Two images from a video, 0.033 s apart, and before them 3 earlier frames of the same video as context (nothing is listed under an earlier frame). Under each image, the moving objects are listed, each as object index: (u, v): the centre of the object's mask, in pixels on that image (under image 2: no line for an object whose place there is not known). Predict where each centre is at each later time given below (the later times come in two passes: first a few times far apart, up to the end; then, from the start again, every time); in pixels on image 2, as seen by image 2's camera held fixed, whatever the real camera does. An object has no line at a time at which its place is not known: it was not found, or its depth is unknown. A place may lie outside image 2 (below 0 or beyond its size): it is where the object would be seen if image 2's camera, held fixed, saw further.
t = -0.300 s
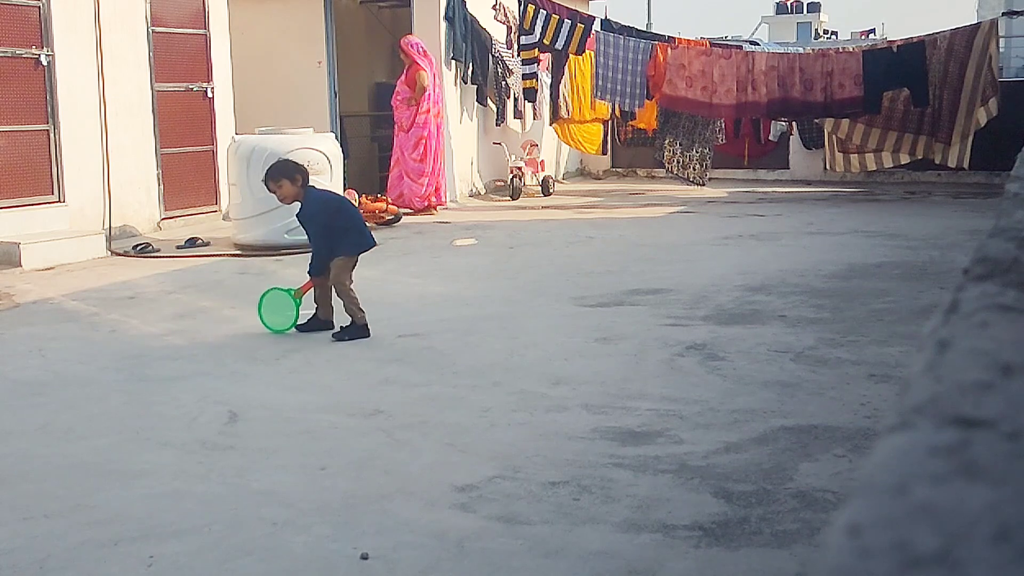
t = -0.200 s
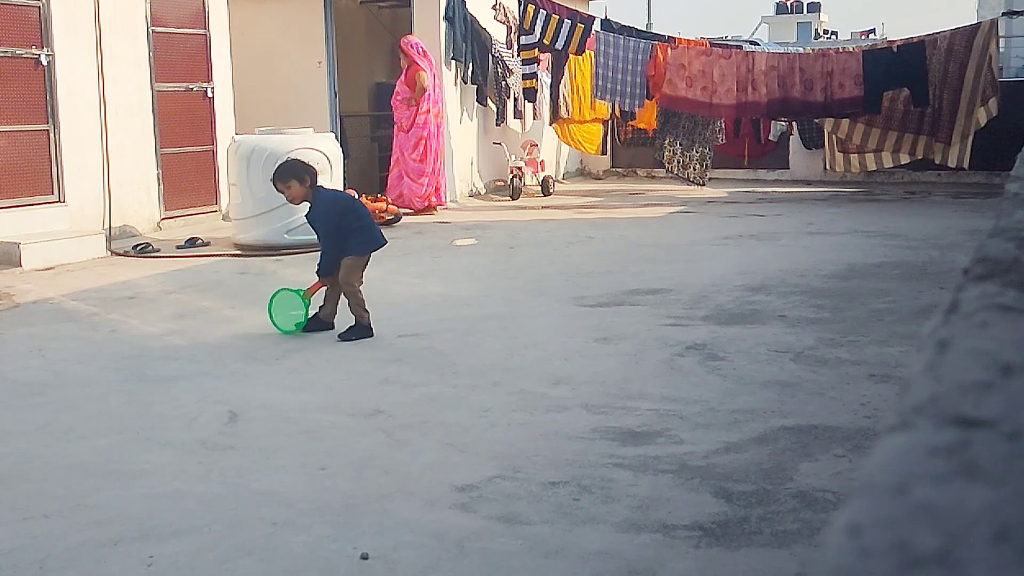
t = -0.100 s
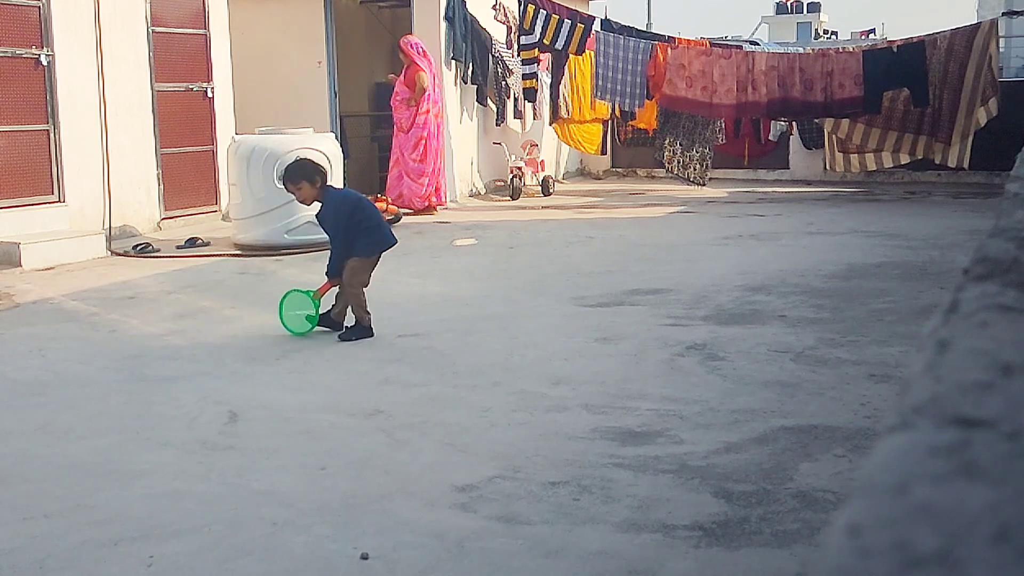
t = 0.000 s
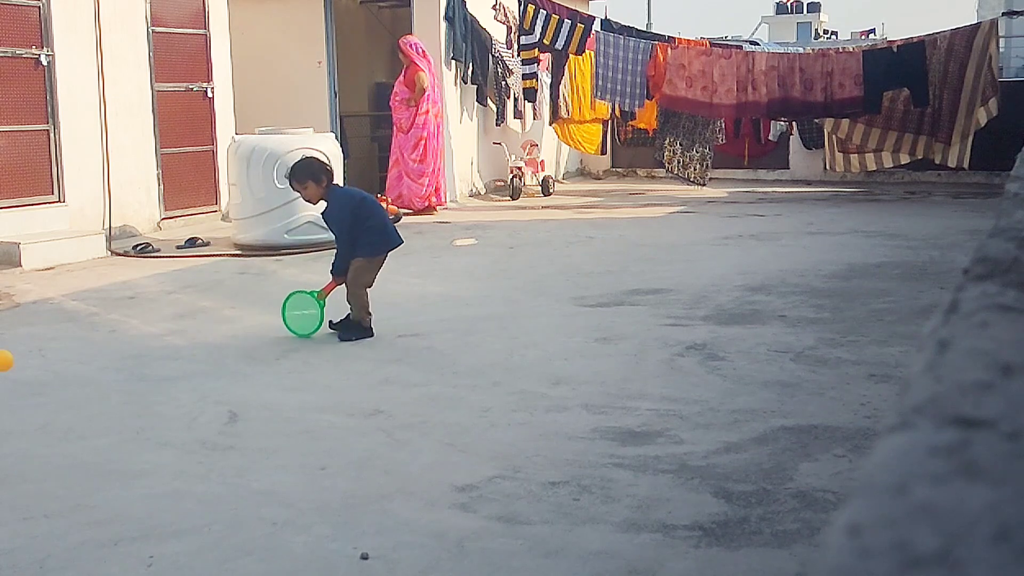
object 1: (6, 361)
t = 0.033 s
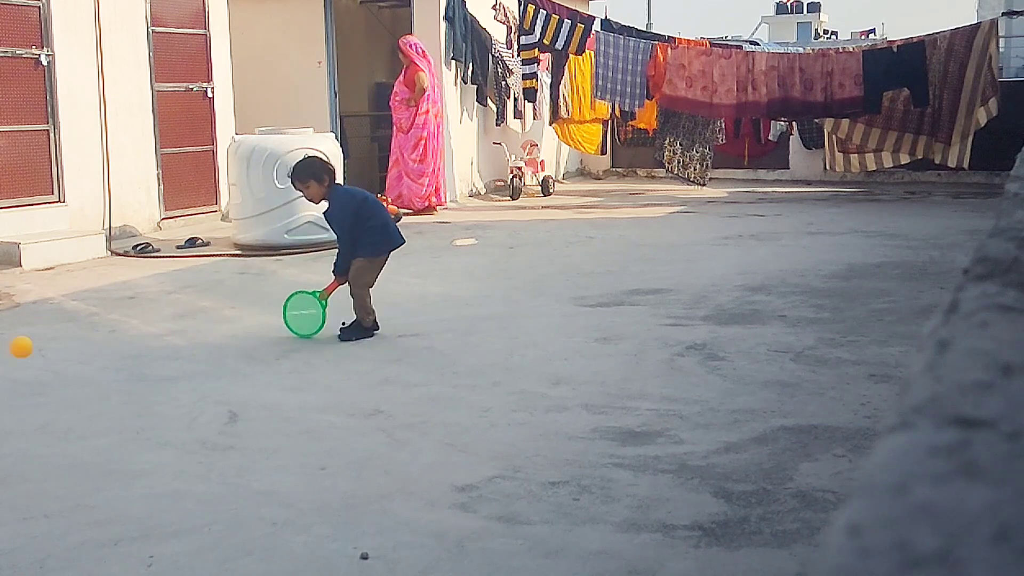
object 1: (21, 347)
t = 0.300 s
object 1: (163, 381)
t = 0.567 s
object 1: (266, 323)
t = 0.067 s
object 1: (49, 336)
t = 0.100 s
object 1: (66, 332)
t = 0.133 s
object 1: (75, 331)
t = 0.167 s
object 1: (93, 334)
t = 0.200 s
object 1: (117, 342)
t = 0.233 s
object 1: (133, 352)
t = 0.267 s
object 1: (148, 366)
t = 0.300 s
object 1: (163, 381)
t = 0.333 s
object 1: (177, 378)
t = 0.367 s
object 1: (190, 361)
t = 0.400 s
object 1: (197, 353)
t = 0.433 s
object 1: (210, 340)
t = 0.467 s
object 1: (223, 330)
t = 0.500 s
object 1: (236, 325)
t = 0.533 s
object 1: (248, 322)
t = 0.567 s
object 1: (266, 323)
